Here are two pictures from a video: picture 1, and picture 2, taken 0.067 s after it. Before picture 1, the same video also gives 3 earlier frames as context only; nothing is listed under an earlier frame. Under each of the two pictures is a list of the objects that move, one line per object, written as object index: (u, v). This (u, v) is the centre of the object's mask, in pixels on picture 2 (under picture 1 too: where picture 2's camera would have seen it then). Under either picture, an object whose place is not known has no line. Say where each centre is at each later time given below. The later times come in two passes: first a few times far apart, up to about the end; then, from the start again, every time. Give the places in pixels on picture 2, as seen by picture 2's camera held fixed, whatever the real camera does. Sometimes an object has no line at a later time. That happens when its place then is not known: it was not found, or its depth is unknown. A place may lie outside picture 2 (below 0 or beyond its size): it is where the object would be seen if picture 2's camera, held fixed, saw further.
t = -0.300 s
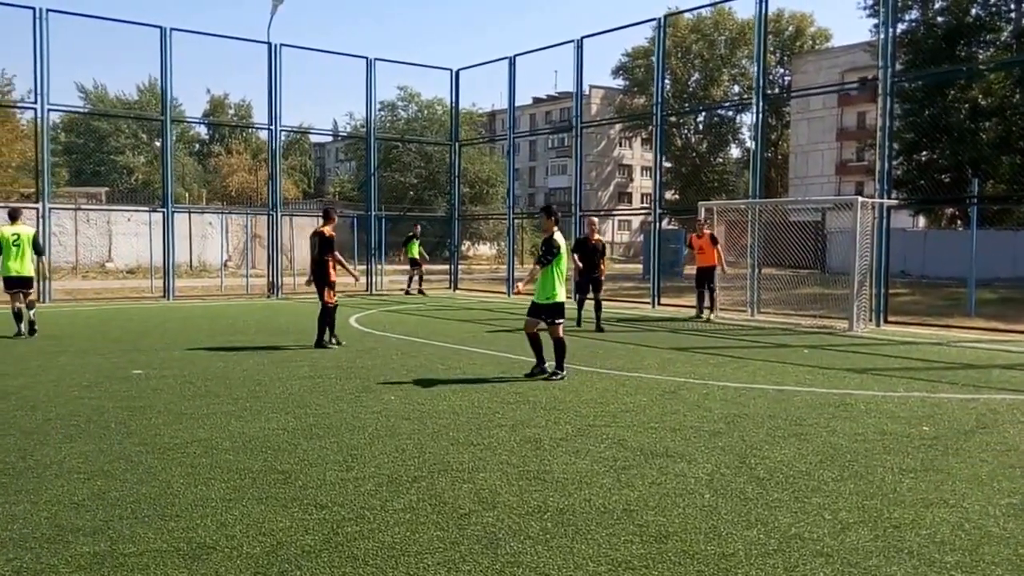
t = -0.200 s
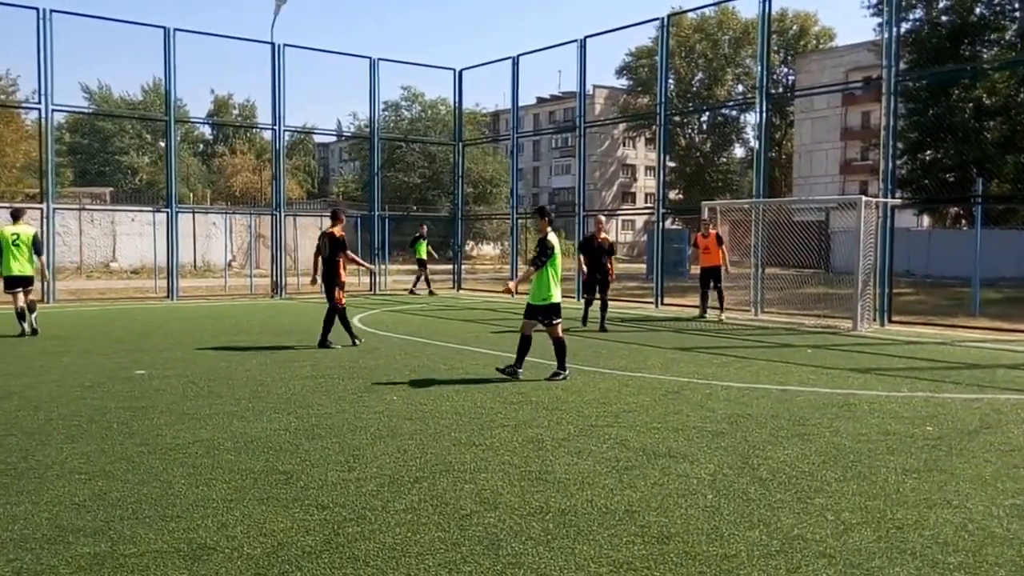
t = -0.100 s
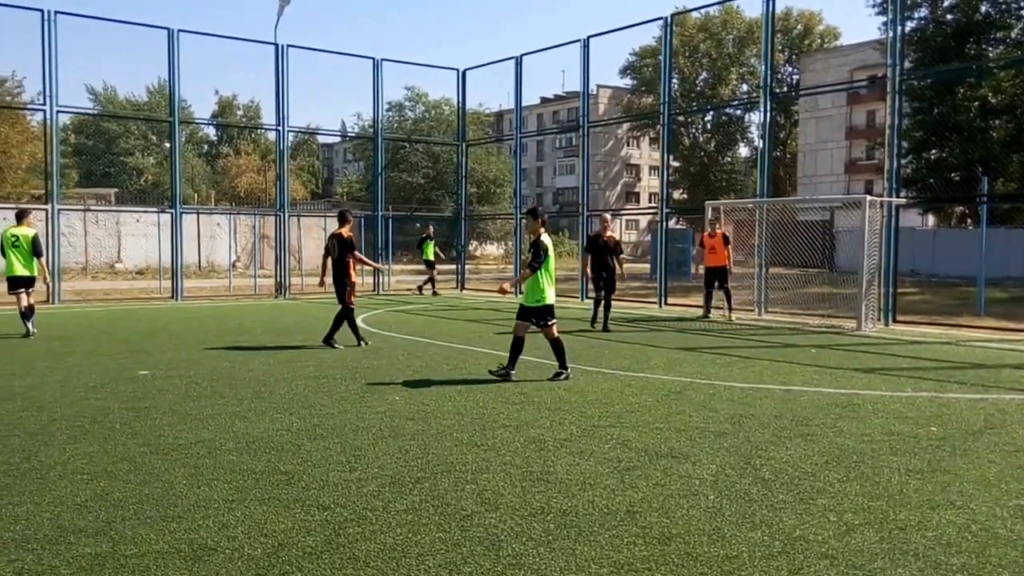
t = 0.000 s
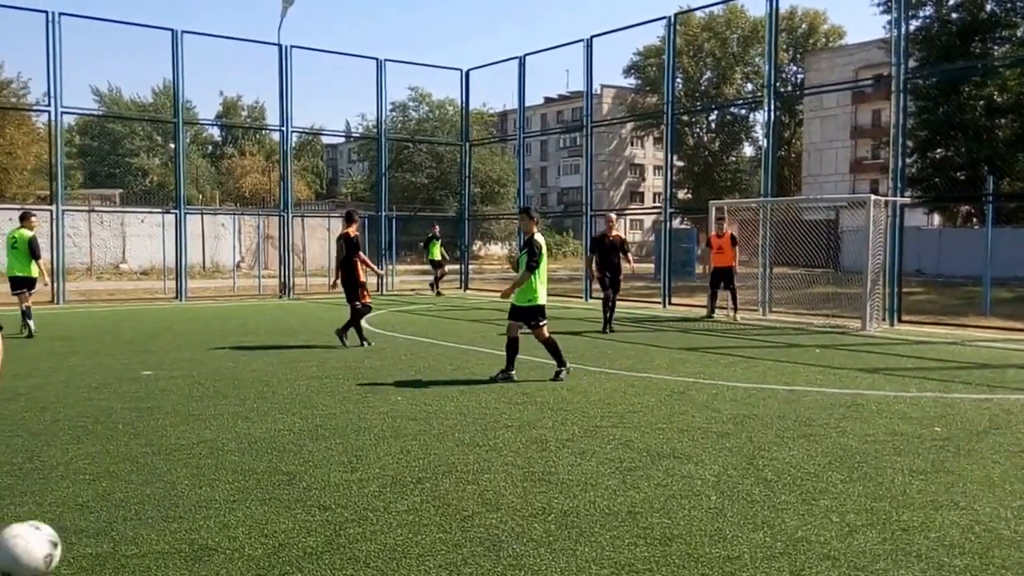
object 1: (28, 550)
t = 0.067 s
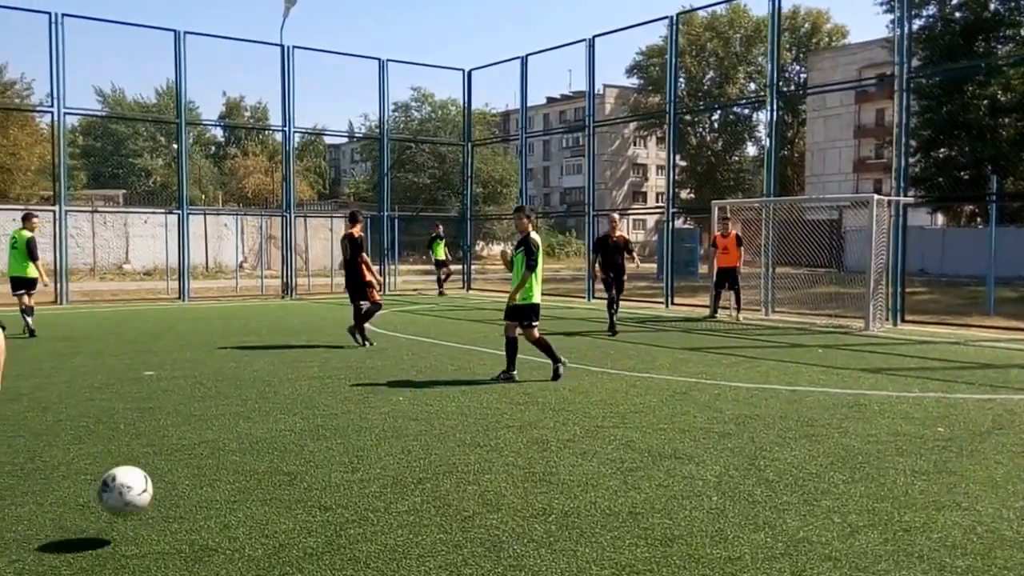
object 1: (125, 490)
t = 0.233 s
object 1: (260, 431)
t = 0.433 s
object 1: (328, 387)
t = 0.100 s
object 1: (163, 472)
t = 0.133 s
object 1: (194, 458)
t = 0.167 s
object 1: (220, 449)
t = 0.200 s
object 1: (242, 443)
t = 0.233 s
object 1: (260, 431)
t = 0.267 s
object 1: (275, 418)
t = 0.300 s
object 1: (287, 407)
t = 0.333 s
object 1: (299, 399)
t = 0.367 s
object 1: (309, 393)
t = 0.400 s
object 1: (319, 391)
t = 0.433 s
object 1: (328, 387)
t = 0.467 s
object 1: (336, 380)
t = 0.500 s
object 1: (343, 373)
